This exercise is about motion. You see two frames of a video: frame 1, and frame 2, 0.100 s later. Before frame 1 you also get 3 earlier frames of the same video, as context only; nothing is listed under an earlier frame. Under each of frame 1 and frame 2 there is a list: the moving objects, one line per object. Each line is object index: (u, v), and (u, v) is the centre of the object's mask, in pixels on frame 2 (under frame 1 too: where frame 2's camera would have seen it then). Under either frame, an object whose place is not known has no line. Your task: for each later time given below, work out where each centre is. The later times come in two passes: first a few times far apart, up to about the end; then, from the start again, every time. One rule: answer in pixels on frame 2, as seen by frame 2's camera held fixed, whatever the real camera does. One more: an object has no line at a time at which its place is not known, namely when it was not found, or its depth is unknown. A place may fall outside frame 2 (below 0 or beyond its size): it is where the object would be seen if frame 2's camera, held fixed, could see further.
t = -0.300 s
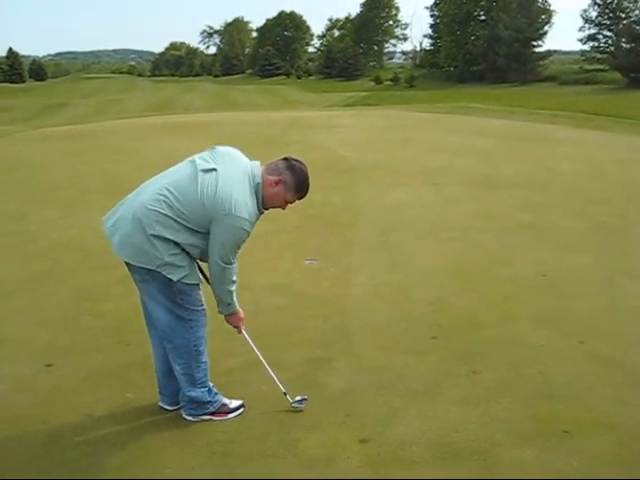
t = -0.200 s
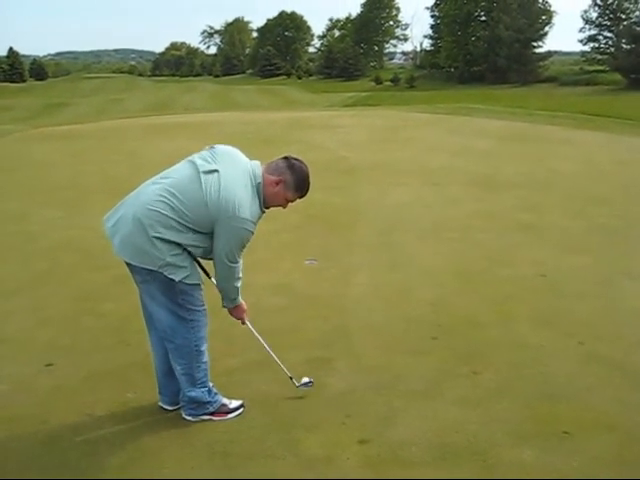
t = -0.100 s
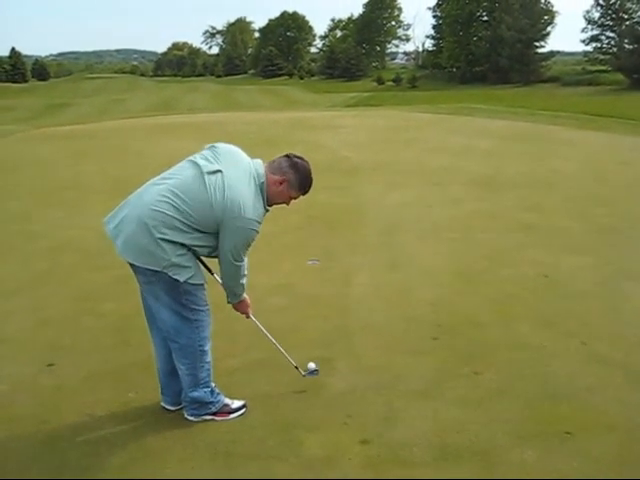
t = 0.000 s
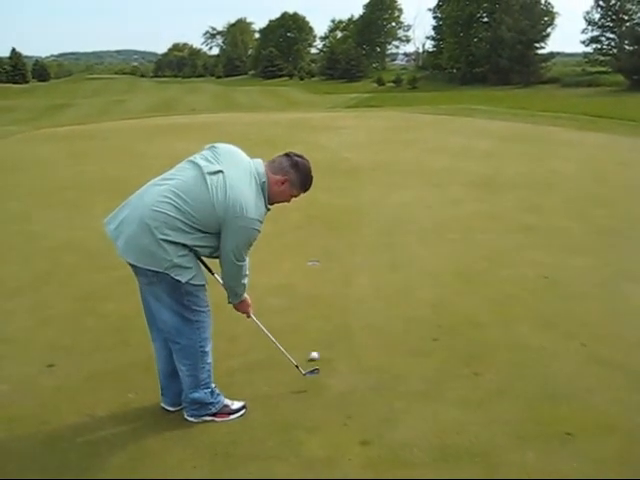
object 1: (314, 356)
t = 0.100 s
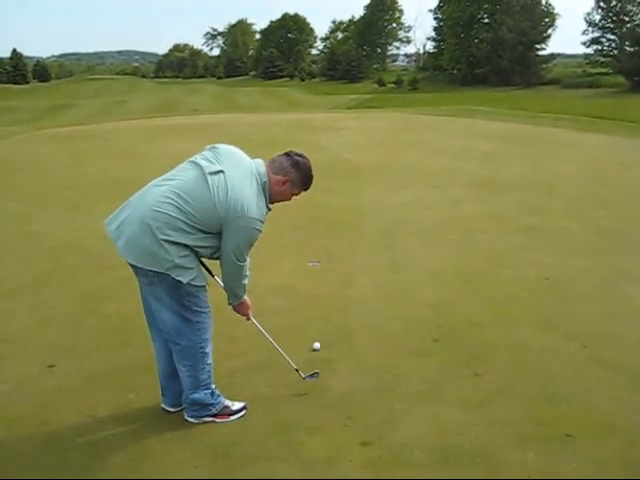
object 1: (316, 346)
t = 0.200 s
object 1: (317, 337)
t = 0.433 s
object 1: (320, 318)
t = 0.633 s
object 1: (321, 304)
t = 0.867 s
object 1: (320, 293)
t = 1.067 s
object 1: (321, 283)
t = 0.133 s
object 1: (317, 343)
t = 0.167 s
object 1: (317, 339)
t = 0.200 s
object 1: (317, 337)
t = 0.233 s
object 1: (318, 334)
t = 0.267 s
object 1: (318, 330)
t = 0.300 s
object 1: (319, 328)
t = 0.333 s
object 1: (319, 325)
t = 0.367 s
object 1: (319, 323)
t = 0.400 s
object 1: (320, 320)
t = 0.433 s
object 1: (320, 318)
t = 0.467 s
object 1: (320, 315)
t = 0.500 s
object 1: (321, 313)
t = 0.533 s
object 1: (321, 311)
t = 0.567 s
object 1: (321, 309)
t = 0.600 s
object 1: (321, 307)
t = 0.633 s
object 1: (321, 304)
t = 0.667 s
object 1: (322, 303)
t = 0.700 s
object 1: (322, 301)
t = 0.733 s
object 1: (322, 298)
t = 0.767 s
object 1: (321, 297)
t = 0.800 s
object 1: (321, 296)
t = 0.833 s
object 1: (321, 294)
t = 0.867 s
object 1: (320, 293)
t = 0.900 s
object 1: (321, 291)
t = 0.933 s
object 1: (321, 289)
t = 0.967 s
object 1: (321, 288)
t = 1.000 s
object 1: (321, 286)
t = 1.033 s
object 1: (321, 285)
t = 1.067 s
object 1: (321, 283)
